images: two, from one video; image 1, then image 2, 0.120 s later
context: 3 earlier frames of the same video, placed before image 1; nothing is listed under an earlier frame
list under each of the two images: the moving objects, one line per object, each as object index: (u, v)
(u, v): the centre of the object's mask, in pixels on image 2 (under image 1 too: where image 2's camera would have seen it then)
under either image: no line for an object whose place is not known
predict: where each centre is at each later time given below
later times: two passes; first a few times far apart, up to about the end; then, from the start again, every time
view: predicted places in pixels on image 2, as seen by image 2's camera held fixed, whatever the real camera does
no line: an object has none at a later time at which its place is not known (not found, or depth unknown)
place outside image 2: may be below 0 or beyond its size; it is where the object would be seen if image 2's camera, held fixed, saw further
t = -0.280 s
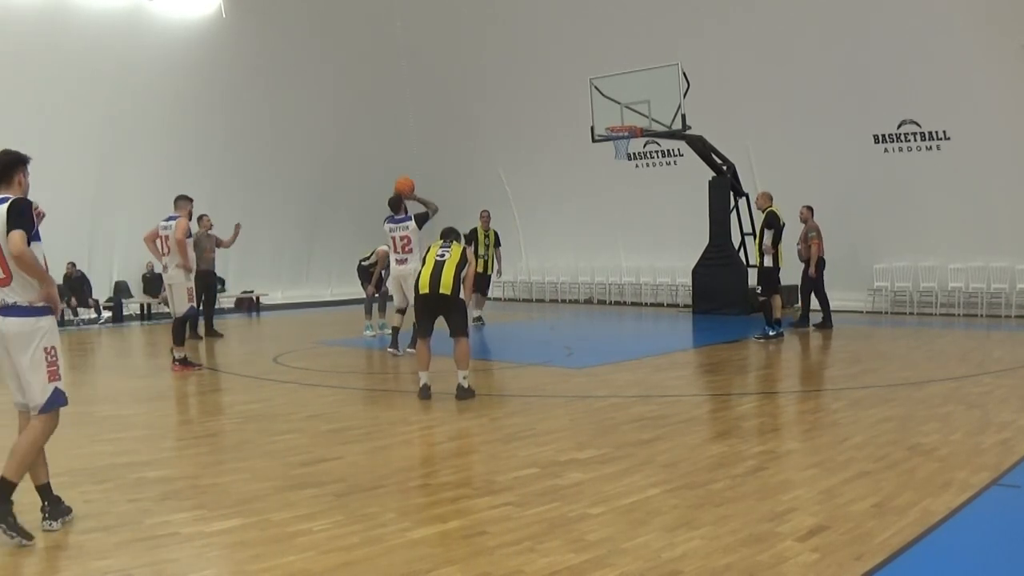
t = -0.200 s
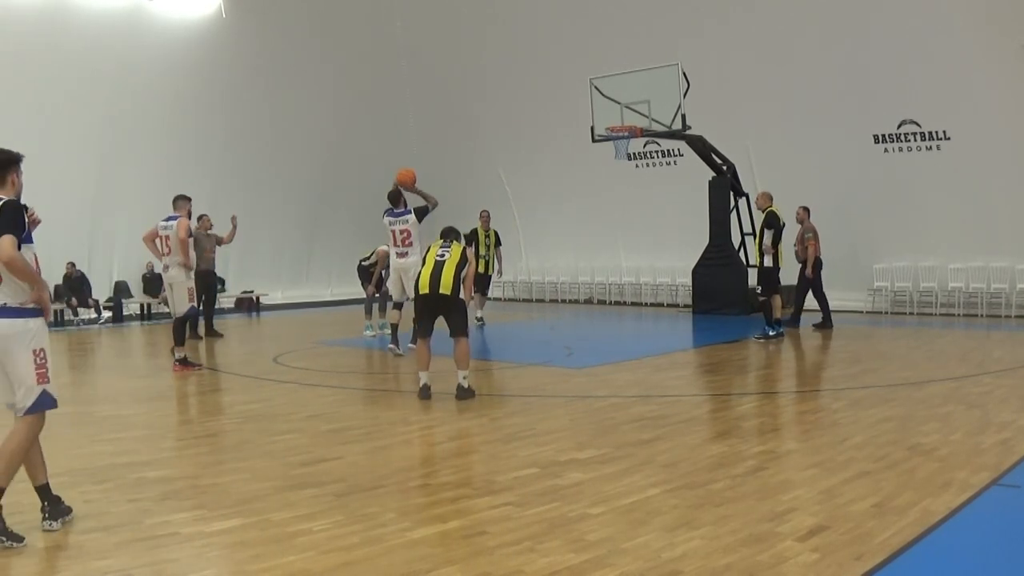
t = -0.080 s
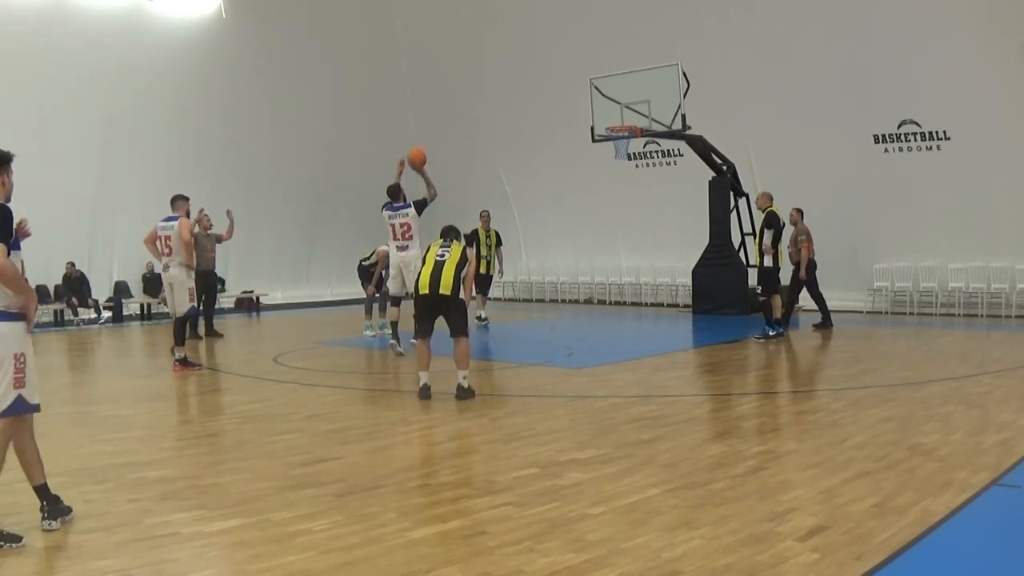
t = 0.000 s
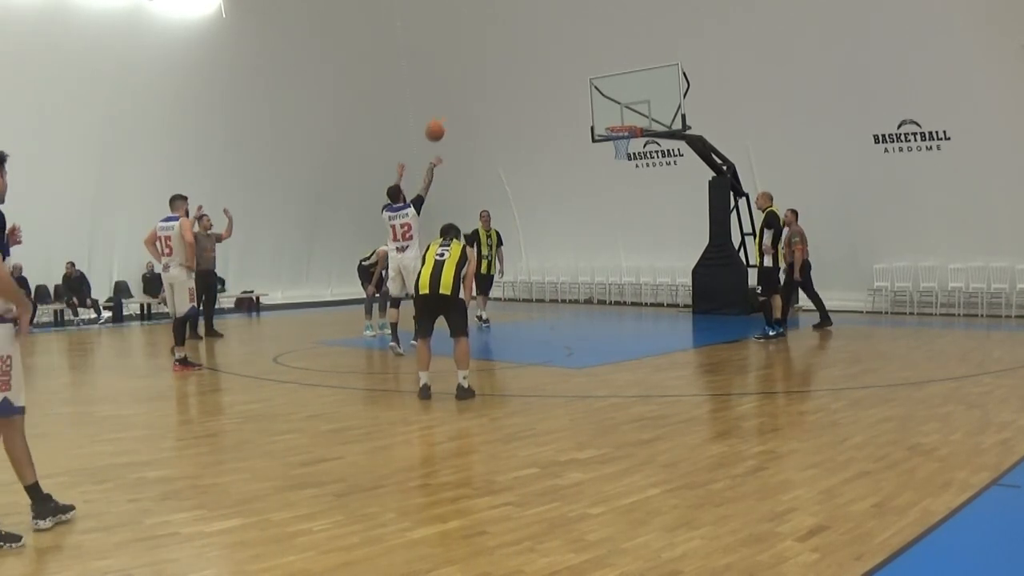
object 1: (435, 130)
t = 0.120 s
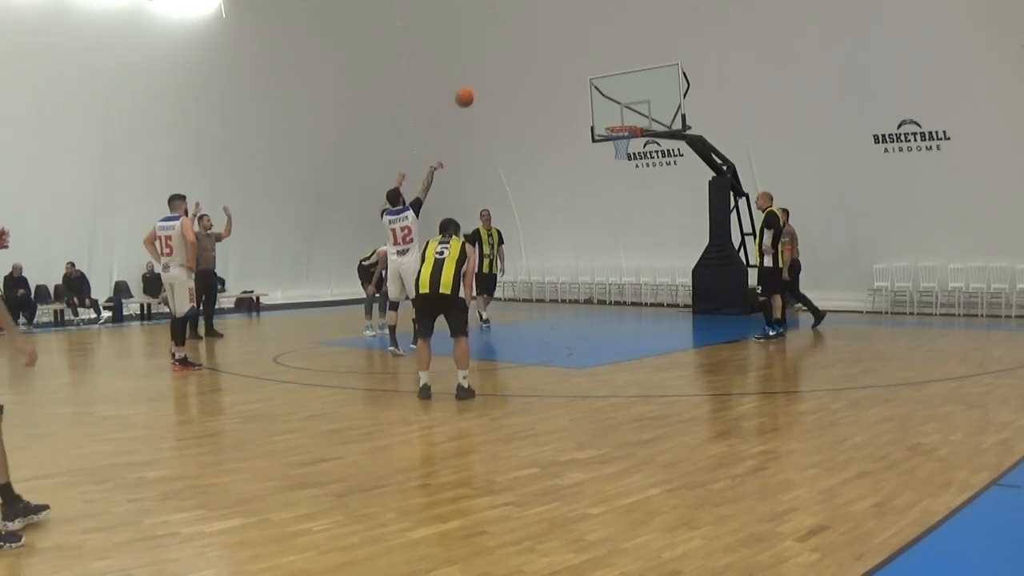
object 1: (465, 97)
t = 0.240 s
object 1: (492, 76)
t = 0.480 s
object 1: (543, 66)
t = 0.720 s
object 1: (589, 95)
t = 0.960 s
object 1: (629, 139)
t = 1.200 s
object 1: (627, 146)
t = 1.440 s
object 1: (621, 184)
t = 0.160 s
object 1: (474, 88)
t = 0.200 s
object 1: (483, 81)
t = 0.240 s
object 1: (492, 76)
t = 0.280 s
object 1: (501, 71)
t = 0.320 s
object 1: (510, 68)
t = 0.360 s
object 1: (518, 66)
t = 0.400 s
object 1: (527, 65)
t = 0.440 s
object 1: (535, 65)
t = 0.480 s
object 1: (543, 66)
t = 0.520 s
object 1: (551, 69)
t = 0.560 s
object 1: (559, 72)
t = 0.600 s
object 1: (567, 76)
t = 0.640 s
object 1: (574, 81)
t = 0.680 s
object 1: (581, 88)
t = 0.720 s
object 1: (589, 95)
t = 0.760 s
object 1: (596, 103)
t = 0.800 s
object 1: (603, 111)
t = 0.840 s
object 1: (610, 120)
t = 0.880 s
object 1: (616, 127)
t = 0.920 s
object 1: (622, 135)
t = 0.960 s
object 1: (629, 139)
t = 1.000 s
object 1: (631, 140)
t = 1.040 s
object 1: (632, 139)
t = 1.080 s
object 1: (631, 140)
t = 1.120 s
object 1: (630, 140)
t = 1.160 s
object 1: (628, 142)
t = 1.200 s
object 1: (627, 146)
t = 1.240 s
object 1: (626, 148)
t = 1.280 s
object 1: (625, 154)
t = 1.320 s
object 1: (624, 159)
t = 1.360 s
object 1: (623, 167)
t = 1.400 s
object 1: (622, 175)
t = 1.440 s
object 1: (621, 184)
